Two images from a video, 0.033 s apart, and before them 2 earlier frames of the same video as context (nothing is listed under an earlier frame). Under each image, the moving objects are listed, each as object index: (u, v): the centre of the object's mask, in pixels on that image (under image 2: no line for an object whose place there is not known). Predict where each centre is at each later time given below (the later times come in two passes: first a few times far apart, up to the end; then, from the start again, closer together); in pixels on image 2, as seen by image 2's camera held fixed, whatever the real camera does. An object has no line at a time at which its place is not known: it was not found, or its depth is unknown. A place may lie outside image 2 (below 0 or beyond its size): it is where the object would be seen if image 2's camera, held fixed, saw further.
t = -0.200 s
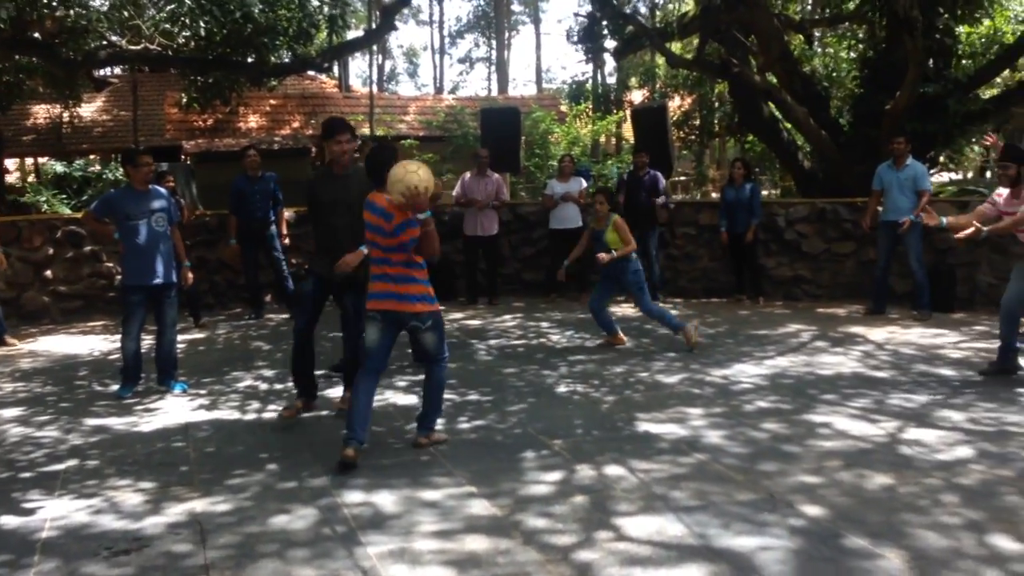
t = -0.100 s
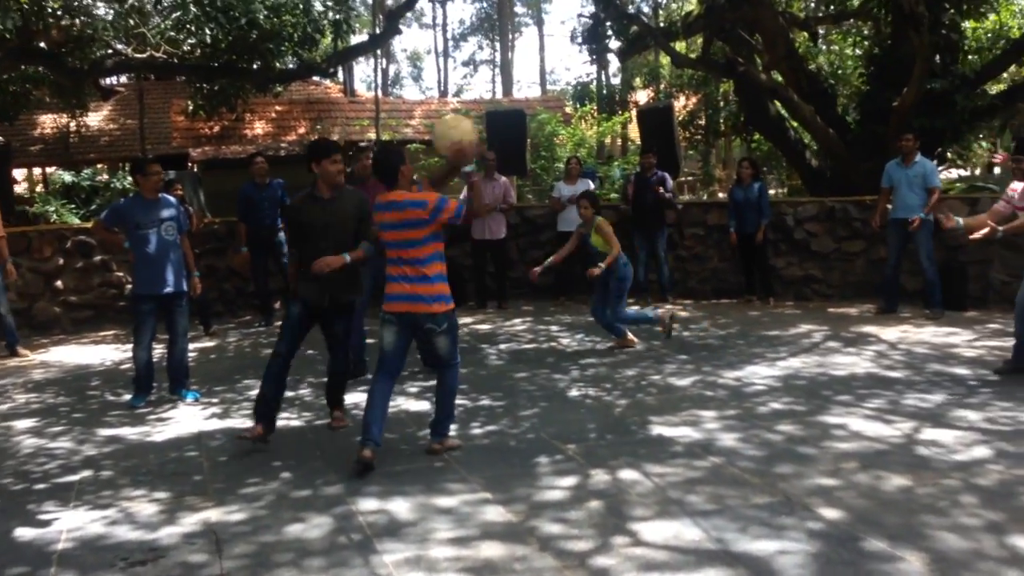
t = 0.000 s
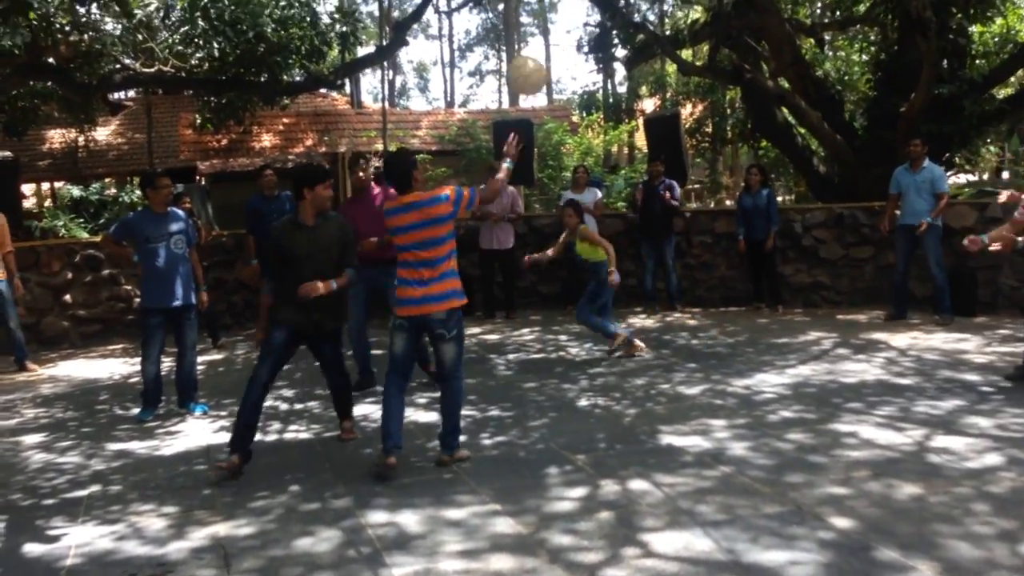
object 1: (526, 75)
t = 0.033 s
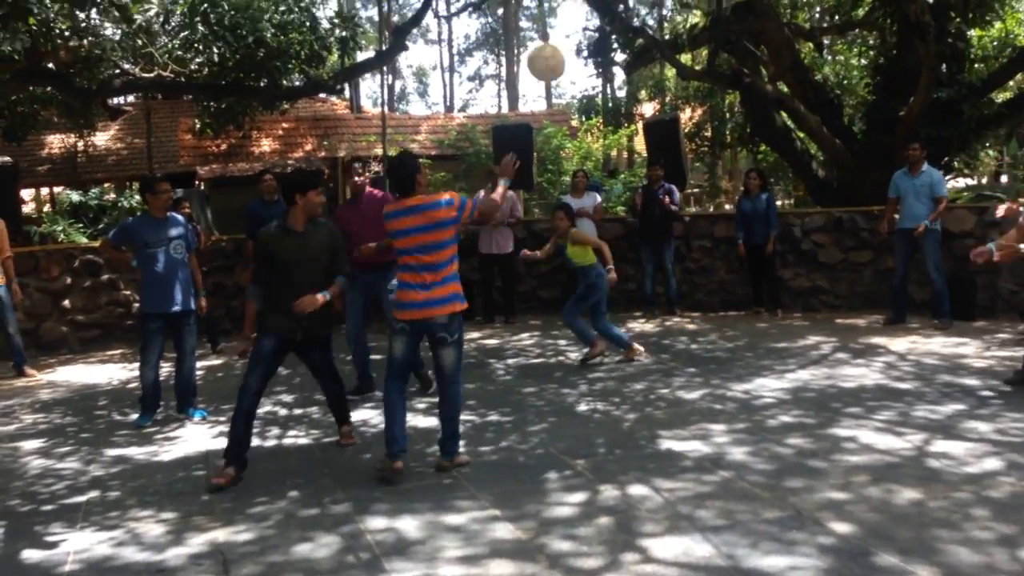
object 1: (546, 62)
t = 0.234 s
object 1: (644, 12)
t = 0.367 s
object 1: (700, 19)
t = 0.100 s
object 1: (584, 36)
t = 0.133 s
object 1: (599, 27)
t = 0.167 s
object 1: (609, 20)
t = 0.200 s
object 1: (629, 15)
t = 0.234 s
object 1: (644, 12)
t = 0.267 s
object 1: (660, 11)
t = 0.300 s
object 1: (674, 12)
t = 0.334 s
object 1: (688, 13)
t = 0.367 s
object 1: (700, 19)
